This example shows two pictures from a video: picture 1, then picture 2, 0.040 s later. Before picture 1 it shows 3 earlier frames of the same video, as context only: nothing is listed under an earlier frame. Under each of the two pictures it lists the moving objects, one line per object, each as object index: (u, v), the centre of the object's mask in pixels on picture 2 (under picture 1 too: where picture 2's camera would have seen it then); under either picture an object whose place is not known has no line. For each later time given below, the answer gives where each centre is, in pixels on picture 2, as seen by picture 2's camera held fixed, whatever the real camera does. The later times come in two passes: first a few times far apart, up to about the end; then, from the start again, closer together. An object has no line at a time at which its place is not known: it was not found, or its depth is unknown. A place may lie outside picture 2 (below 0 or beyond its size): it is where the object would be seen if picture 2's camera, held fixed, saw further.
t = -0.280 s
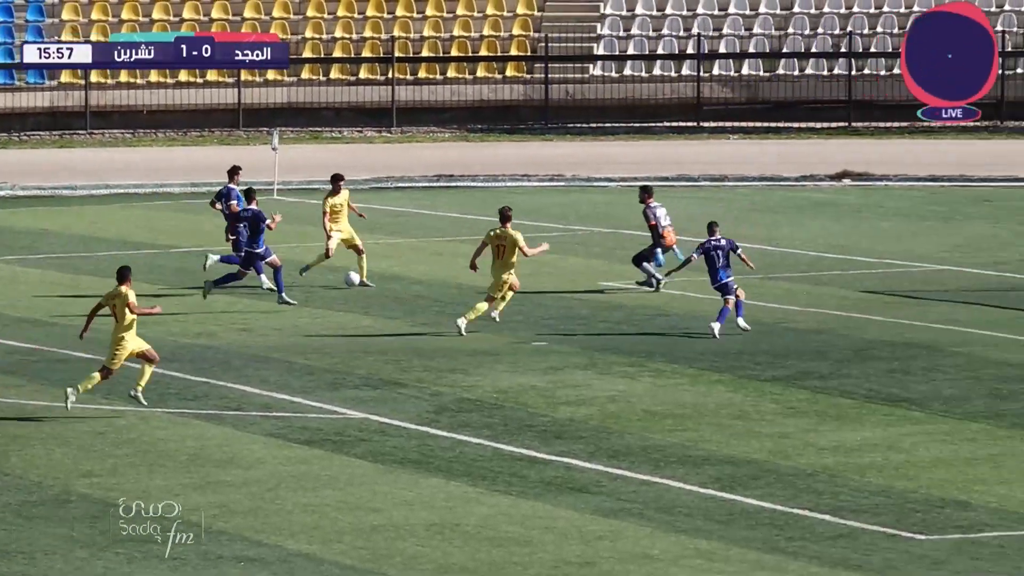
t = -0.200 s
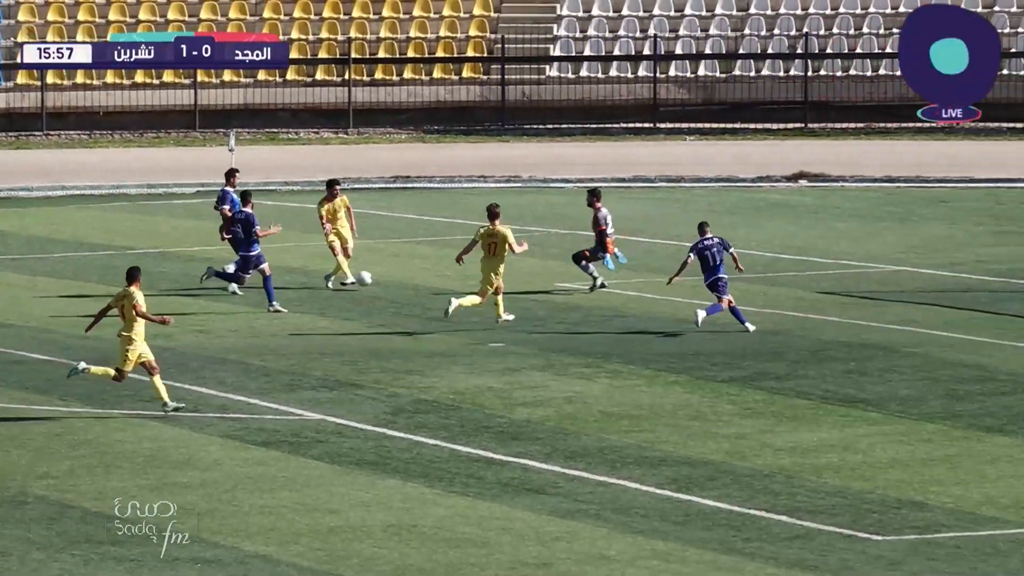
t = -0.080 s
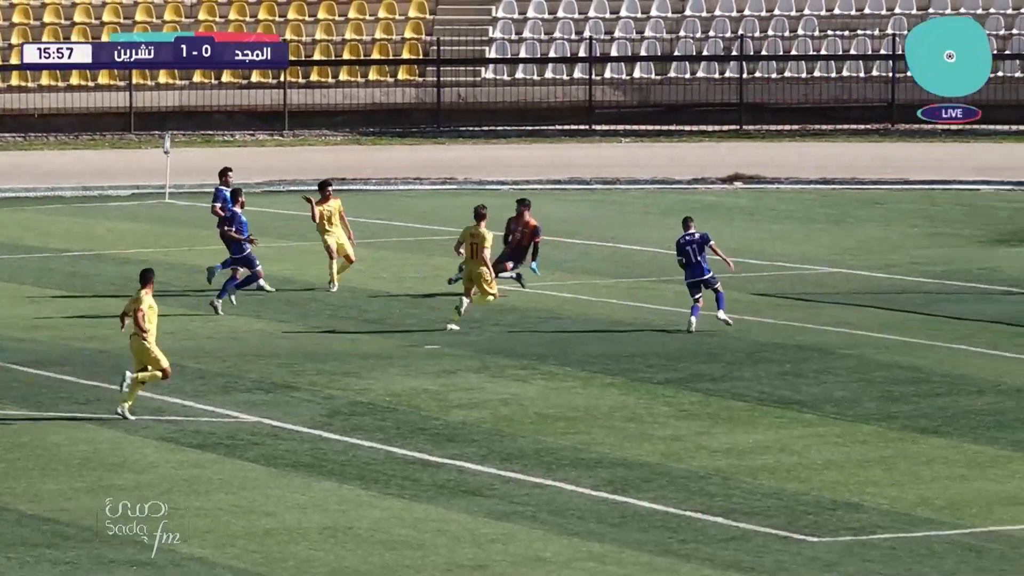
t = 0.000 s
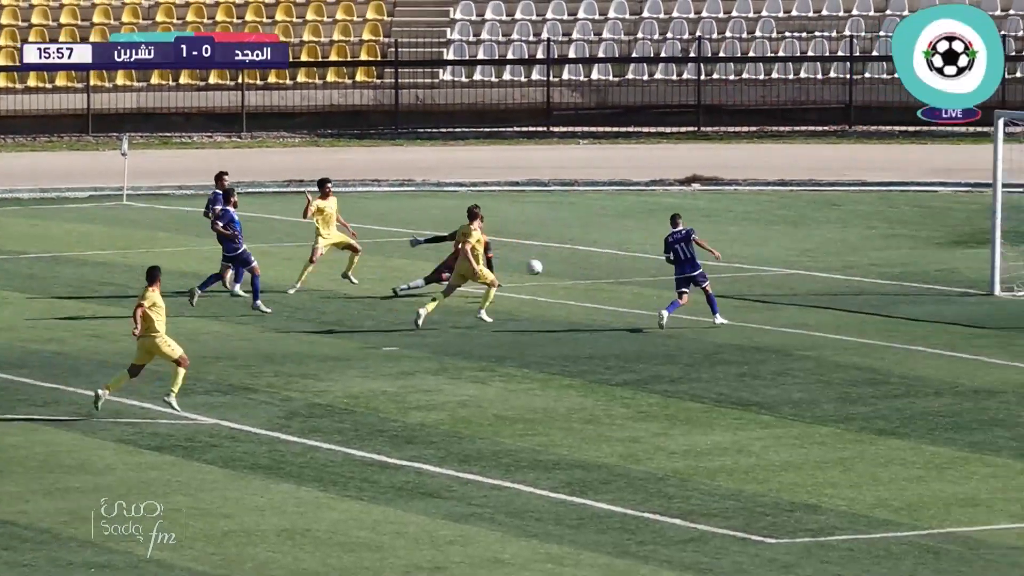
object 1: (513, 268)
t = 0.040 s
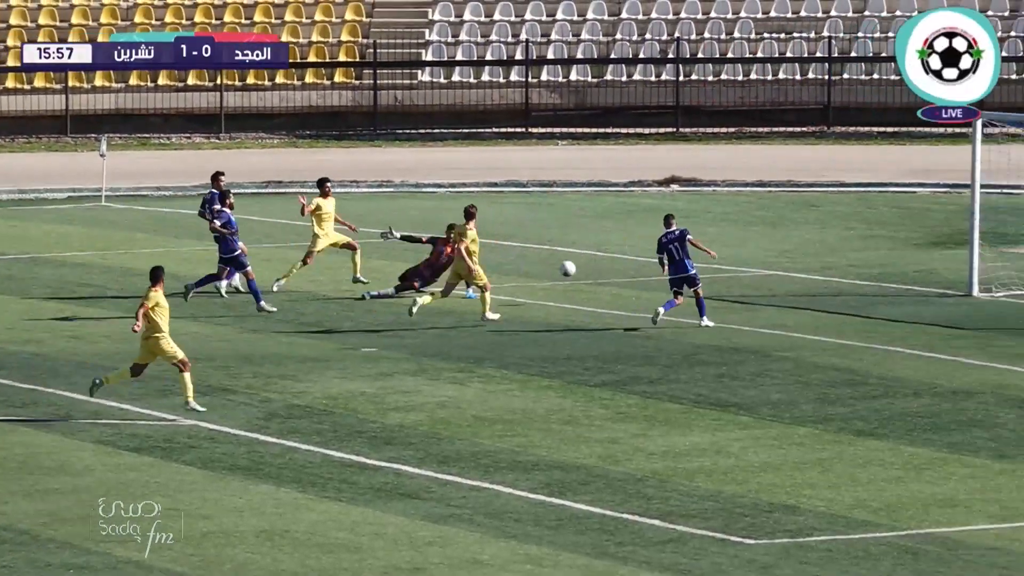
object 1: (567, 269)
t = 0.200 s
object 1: (786, 283)
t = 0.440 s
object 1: (1097, 301)
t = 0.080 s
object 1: (622, 270)
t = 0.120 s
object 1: (676, 273)
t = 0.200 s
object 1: (786, 283)
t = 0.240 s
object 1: (841, 289)
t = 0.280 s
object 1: (895, 298)
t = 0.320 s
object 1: (951, 307)
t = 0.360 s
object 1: (1002, 310)
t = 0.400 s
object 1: (1049, 305)
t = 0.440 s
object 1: (1097, 301)
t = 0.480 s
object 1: (1144, 299)
